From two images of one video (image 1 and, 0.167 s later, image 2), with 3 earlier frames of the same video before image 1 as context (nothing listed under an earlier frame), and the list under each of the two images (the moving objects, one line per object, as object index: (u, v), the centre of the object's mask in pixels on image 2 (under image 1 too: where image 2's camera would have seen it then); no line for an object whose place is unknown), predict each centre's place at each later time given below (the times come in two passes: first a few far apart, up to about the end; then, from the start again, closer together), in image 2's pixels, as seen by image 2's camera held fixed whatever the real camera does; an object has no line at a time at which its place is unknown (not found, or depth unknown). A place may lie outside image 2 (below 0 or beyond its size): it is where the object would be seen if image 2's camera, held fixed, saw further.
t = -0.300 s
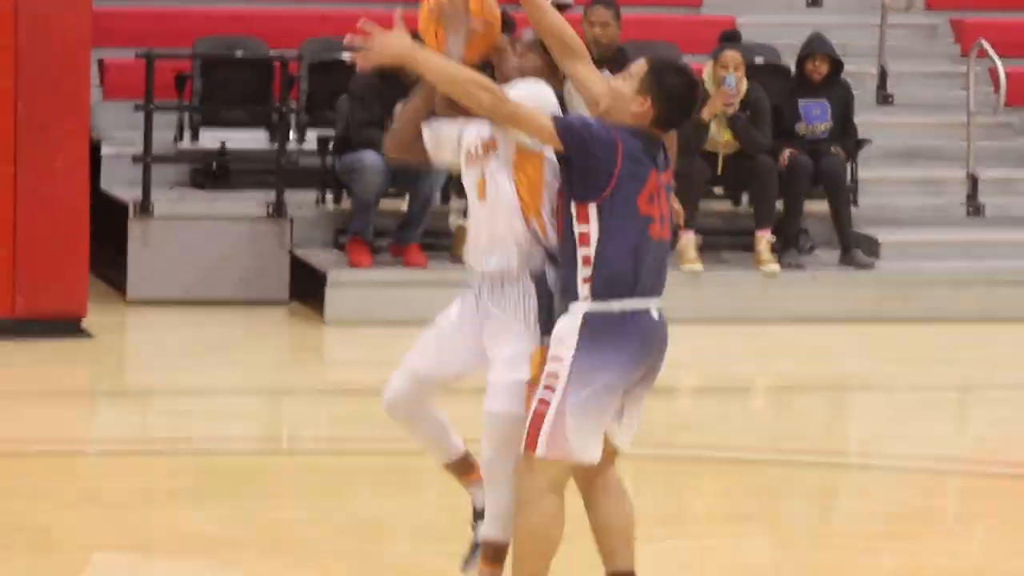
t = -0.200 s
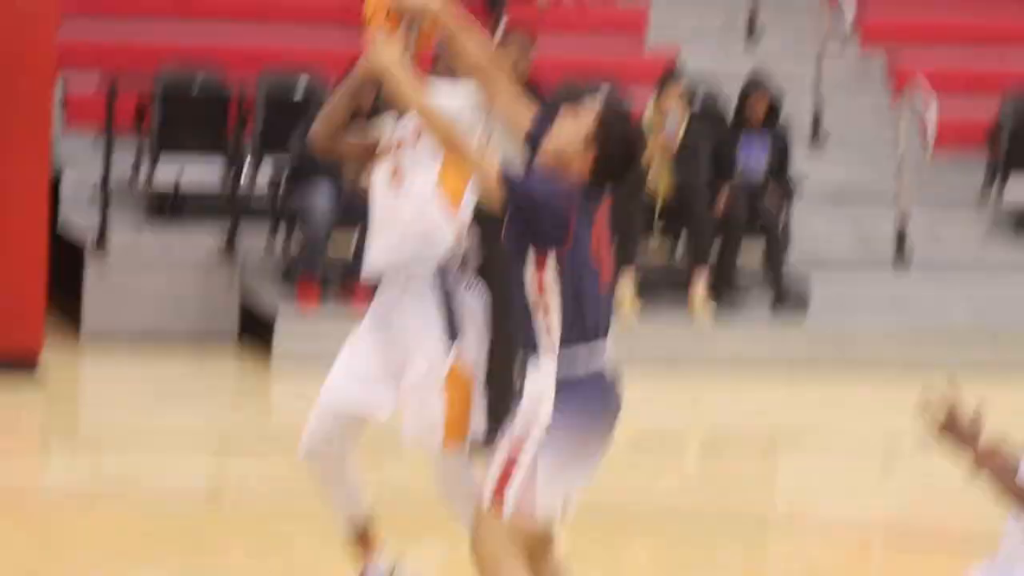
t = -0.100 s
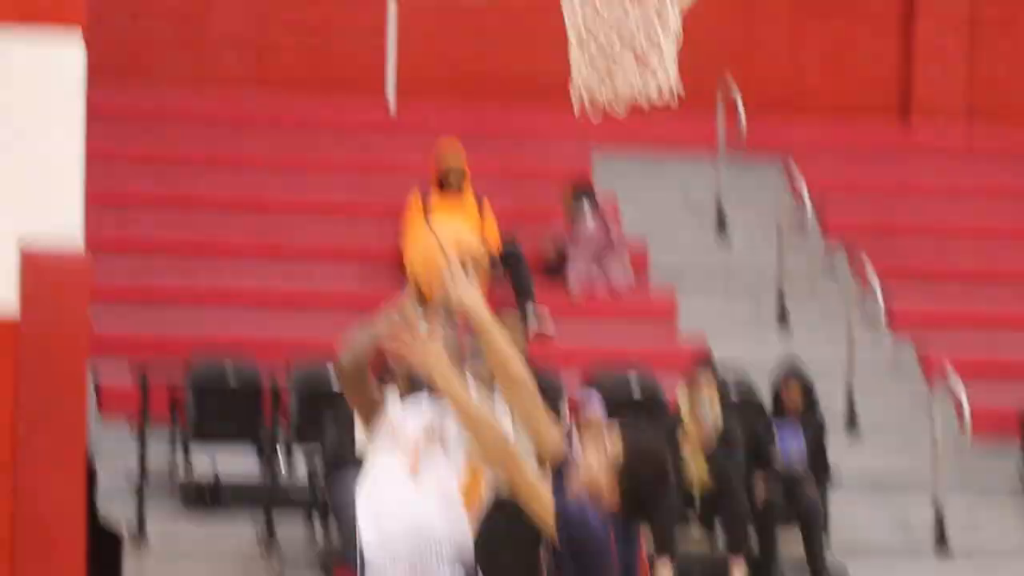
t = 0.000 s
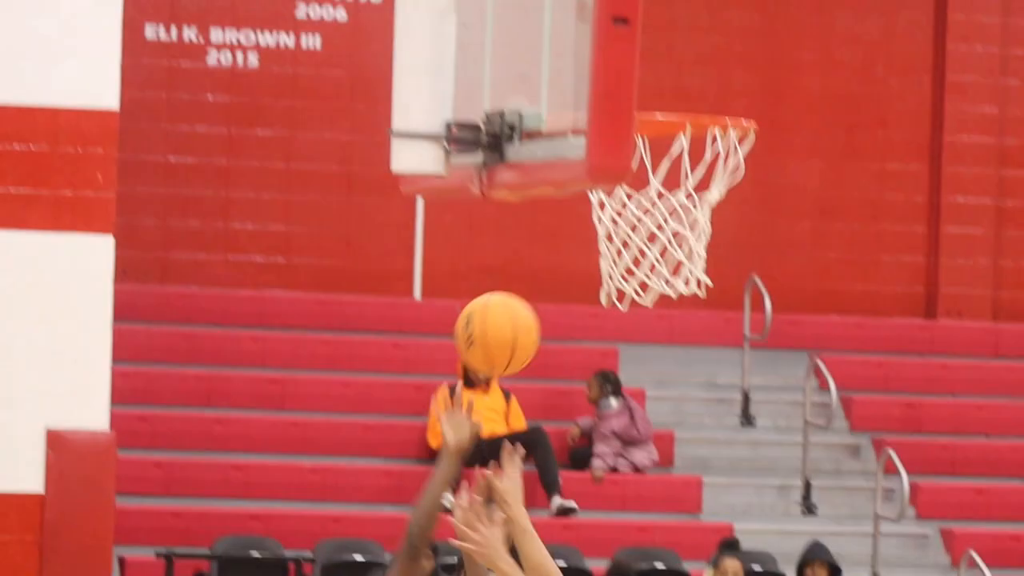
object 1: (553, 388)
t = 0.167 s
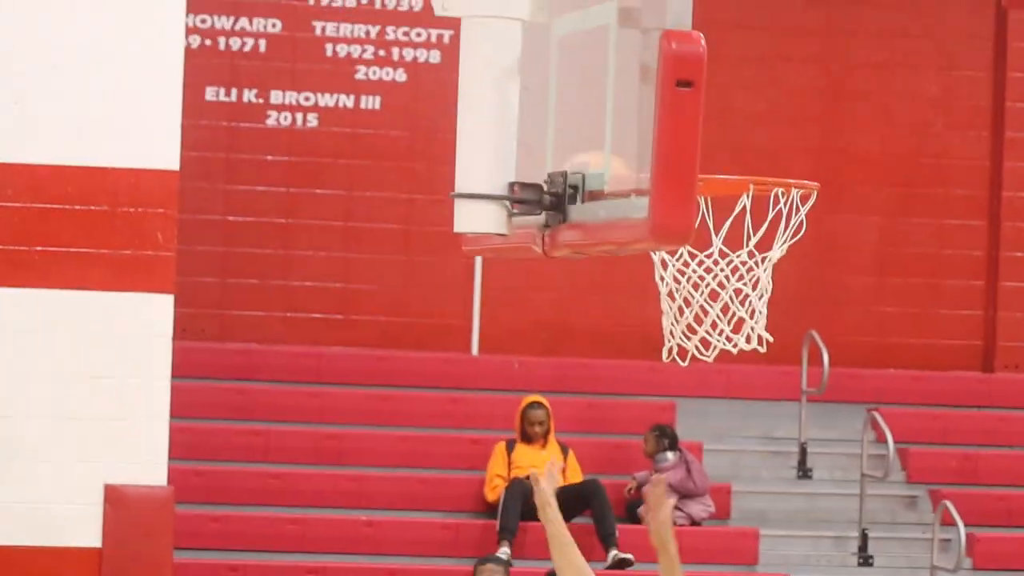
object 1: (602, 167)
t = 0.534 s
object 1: (717, 77)
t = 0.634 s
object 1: (728, 130)
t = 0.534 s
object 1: (717, 77)
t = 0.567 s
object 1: (721, 91)
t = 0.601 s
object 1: (724, 110)
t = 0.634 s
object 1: (728, 130)
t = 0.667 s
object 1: (731, 147)
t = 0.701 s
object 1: (734, 198)
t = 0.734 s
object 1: (735, 234)
